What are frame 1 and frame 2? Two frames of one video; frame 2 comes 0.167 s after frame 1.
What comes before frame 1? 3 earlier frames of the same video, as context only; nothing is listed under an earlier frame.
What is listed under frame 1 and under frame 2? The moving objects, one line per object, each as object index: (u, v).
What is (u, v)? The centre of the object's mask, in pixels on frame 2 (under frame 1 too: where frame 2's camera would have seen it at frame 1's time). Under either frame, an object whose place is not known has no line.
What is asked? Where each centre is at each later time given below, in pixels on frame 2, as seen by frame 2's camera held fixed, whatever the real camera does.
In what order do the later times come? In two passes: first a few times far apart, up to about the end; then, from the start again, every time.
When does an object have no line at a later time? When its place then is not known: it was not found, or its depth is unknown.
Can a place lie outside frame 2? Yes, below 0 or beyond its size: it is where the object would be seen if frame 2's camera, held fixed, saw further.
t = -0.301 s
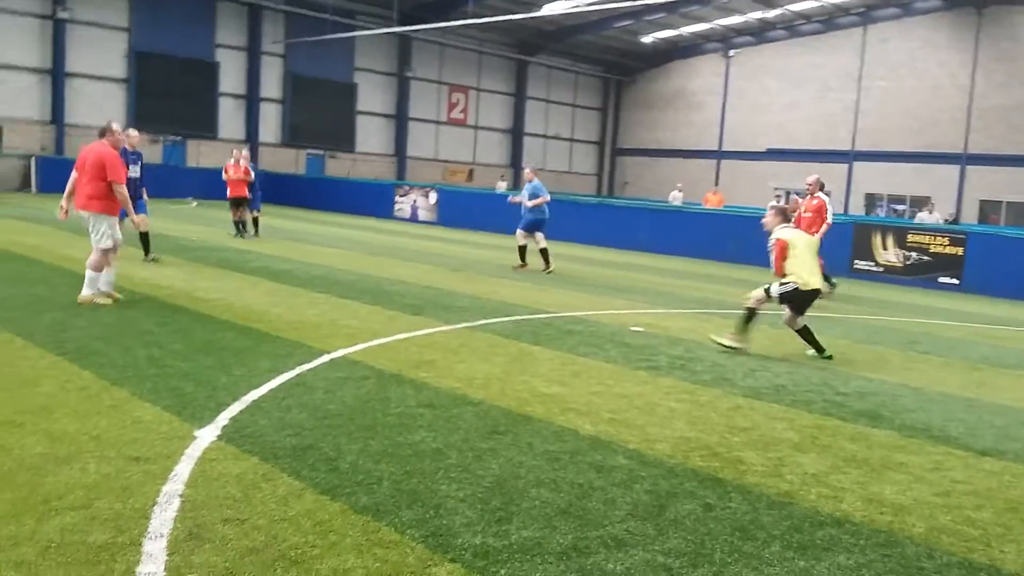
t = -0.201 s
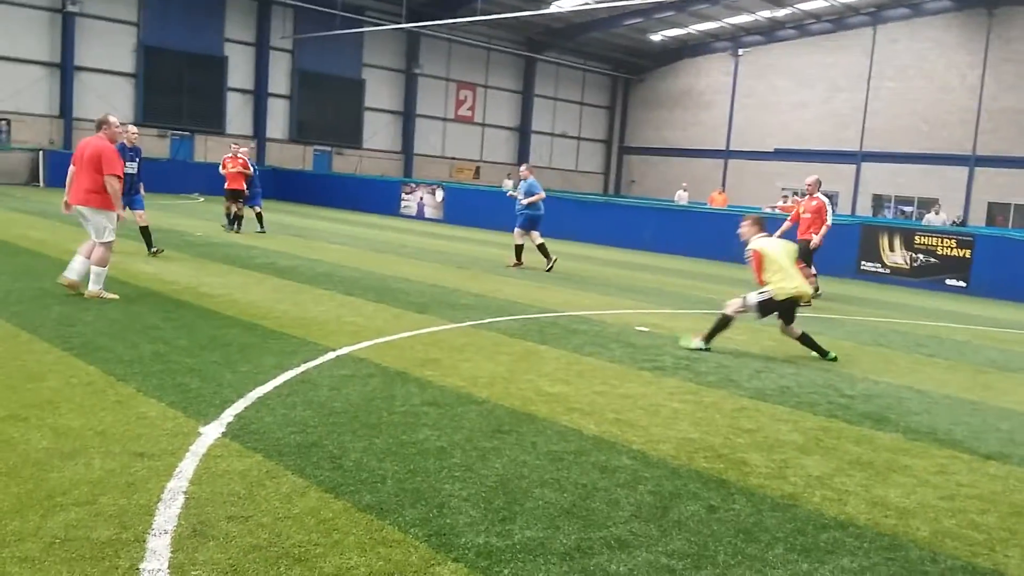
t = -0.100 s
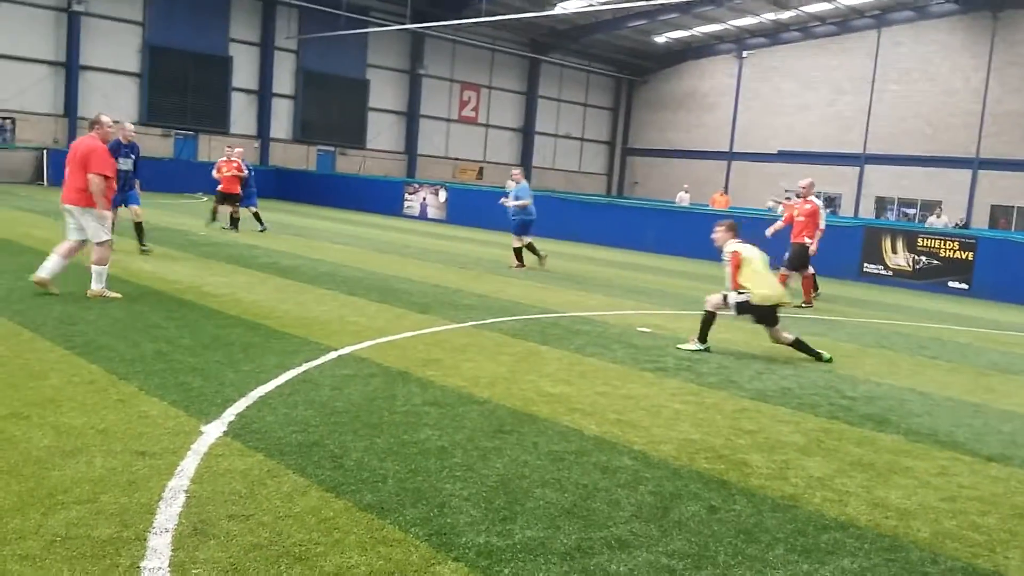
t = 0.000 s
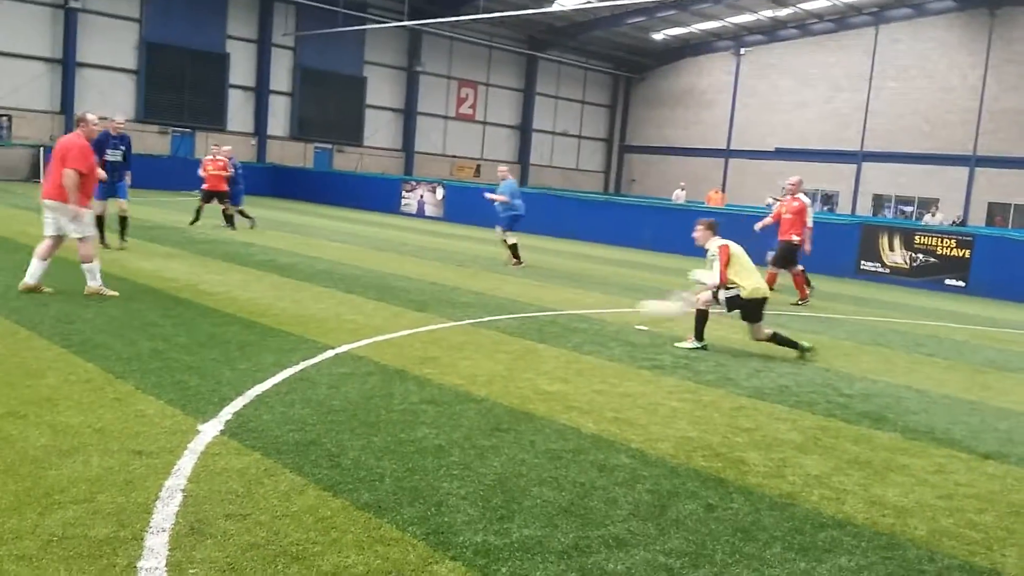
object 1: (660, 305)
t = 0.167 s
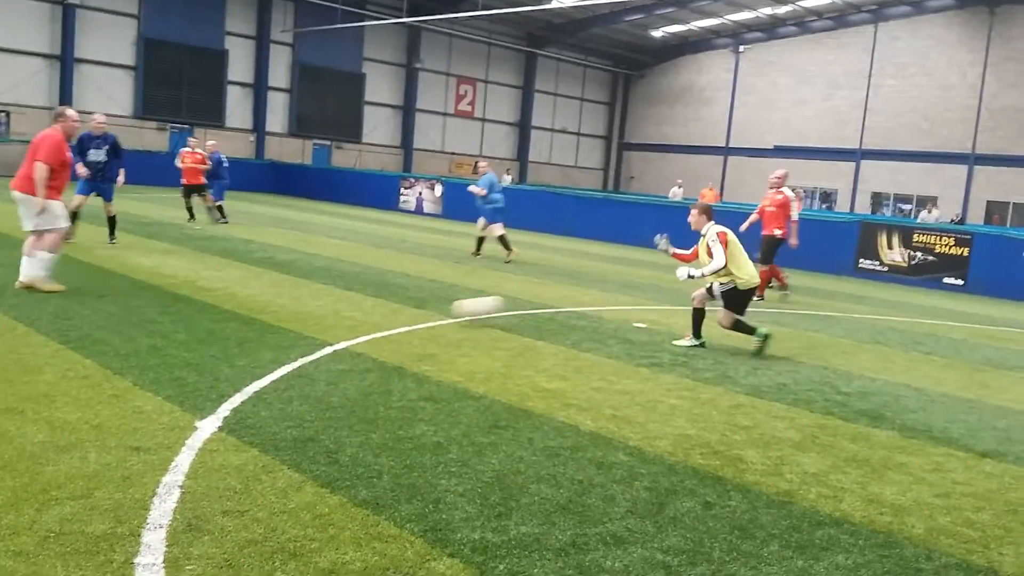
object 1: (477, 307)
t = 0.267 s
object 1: (382, 300)
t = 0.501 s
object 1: (176, 293)
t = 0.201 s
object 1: (443, 310)
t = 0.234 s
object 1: (412, 308)
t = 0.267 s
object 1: (382, 300)
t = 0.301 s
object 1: (352, 297)
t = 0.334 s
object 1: (322, 294)
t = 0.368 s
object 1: (292, 292)
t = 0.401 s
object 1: (263, 294)
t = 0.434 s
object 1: (233, 296)
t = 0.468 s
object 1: (204, 297)
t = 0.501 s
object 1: (176, 293)
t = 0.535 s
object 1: (150, 288)
